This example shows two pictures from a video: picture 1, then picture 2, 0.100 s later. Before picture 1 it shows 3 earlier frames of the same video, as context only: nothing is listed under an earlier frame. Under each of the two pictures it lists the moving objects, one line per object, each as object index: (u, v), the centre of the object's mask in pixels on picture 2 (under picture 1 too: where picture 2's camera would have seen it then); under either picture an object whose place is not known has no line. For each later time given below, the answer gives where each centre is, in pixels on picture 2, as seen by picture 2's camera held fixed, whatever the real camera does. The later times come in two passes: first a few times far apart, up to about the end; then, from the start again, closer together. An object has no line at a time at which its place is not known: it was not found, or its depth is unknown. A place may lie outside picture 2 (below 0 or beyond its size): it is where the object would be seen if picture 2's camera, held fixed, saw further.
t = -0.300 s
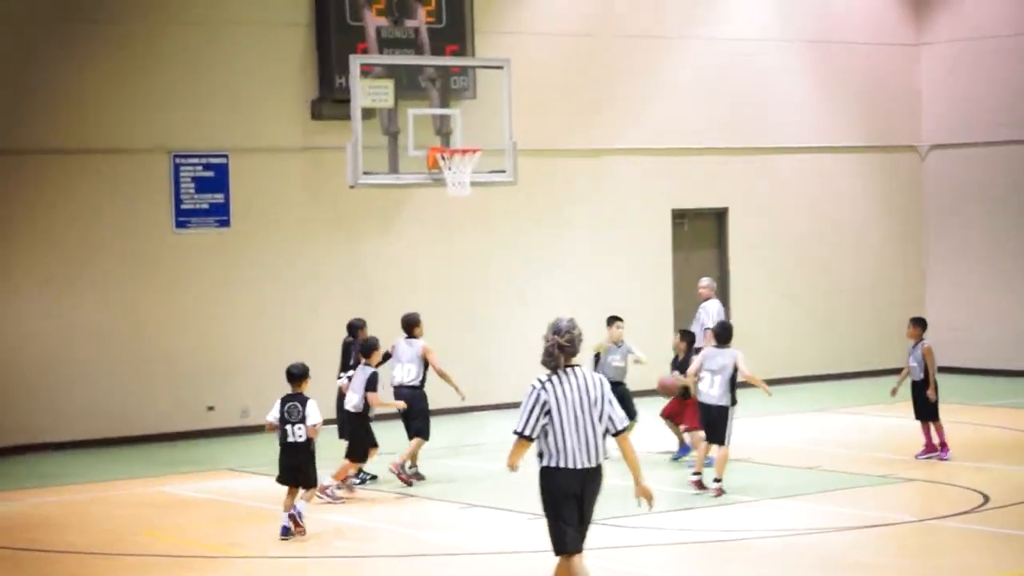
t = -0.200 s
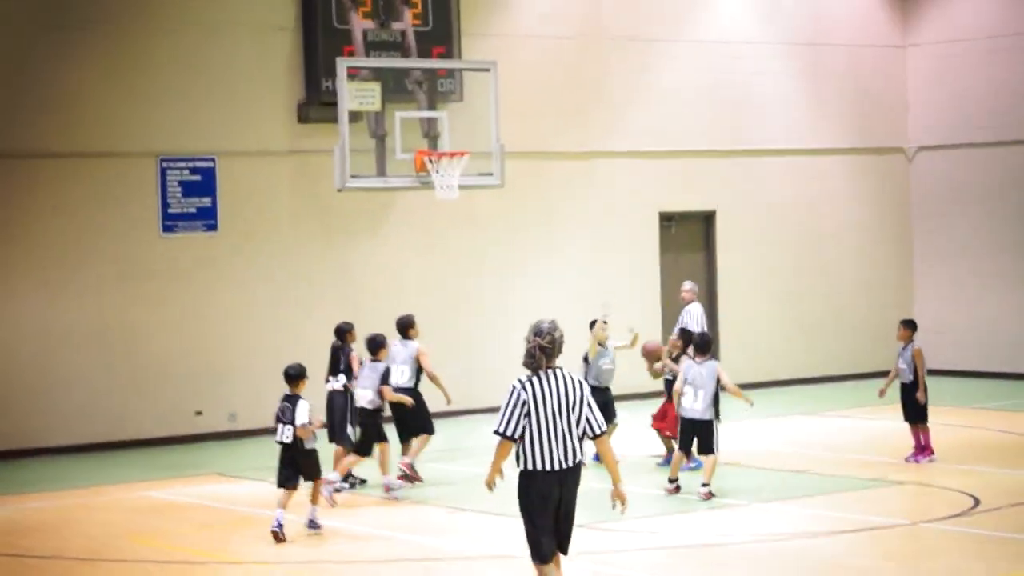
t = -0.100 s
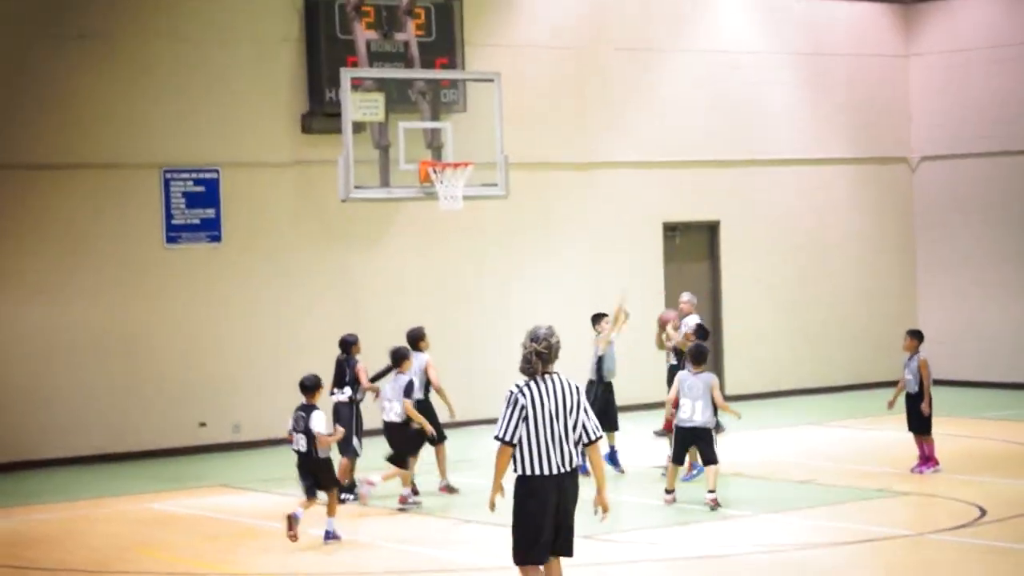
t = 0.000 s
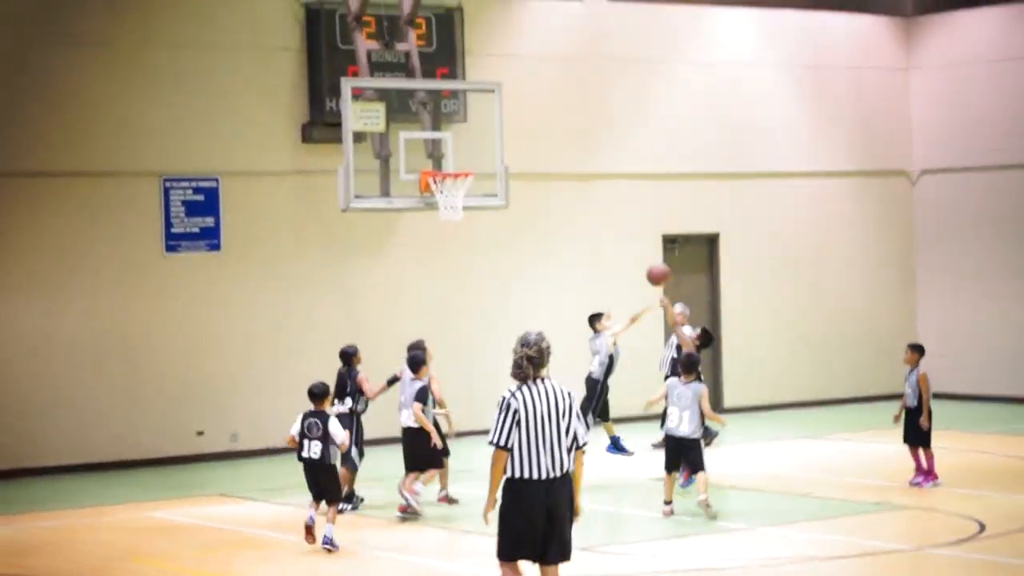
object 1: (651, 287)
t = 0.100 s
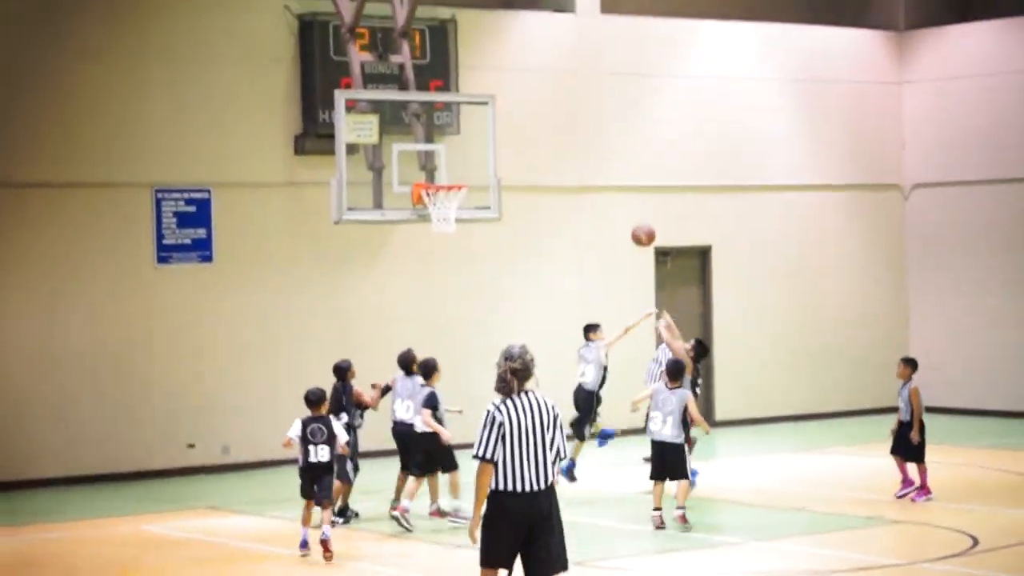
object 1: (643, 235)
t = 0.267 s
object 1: (631, 170)
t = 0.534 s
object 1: (614, 129)
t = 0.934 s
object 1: (590, 206)
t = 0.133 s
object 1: (641, 220)
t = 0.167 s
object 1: (638, 206)
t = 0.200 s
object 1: (636, 193)
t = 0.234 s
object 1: (633, 181)
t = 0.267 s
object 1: (631, 170)
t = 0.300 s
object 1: (628, 161)
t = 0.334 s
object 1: (626, 152)
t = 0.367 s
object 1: (624, 145)
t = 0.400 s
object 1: (622, 140)
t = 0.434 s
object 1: (620, 136)
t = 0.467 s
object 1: (619, 132)
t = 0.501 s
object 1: (616, 130)
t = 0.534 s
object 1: (614, 129)
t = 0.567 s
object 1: (612, 129)
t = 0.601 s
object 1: (610, 130)
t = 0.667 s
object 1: (606, 135)
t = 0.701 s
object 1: (604, 140)
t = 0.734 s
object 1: (602, 146)
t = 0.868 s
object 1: (594, 181)
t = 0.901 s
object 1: (592, 193)
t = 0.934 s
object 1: (590, 206)
